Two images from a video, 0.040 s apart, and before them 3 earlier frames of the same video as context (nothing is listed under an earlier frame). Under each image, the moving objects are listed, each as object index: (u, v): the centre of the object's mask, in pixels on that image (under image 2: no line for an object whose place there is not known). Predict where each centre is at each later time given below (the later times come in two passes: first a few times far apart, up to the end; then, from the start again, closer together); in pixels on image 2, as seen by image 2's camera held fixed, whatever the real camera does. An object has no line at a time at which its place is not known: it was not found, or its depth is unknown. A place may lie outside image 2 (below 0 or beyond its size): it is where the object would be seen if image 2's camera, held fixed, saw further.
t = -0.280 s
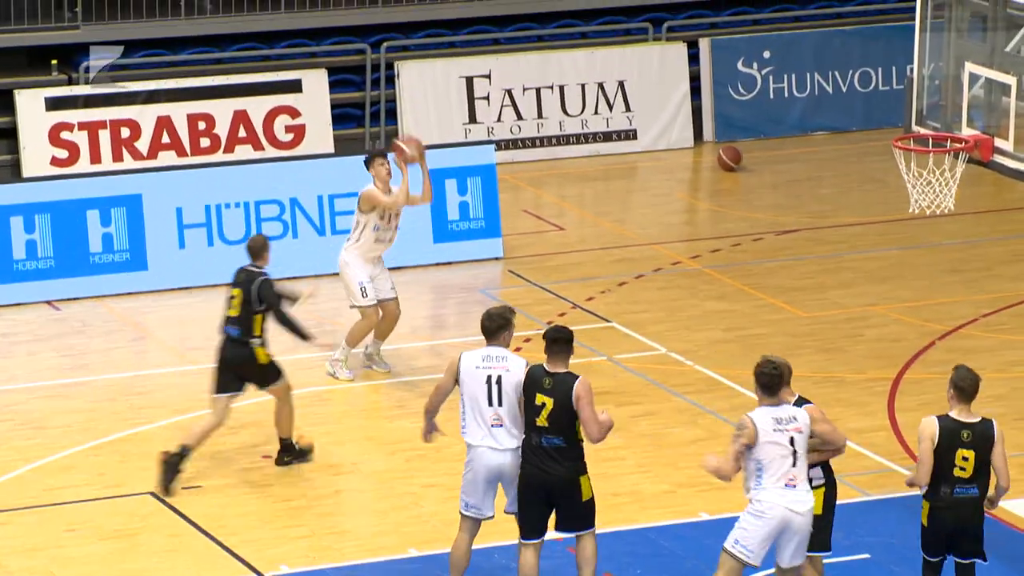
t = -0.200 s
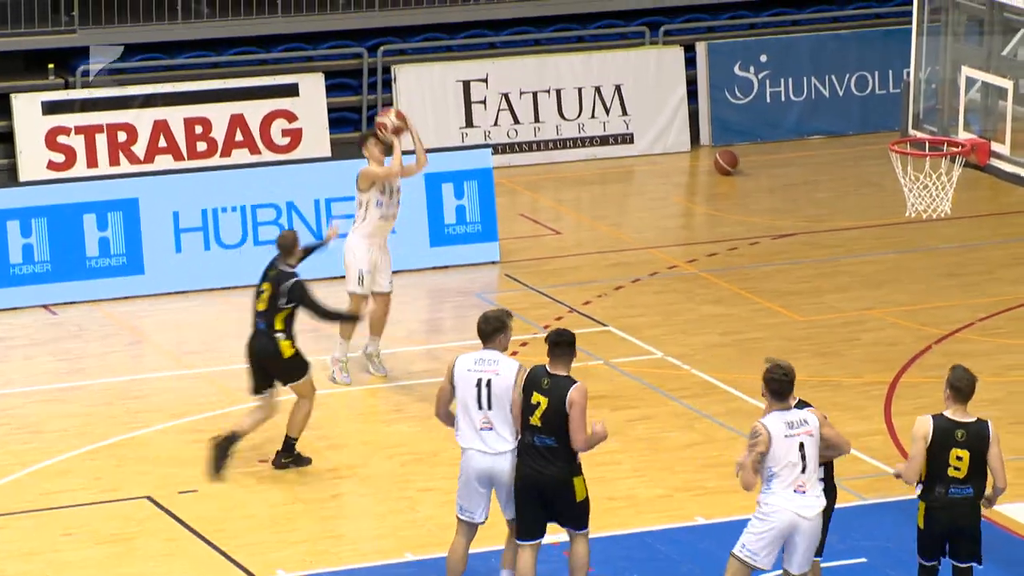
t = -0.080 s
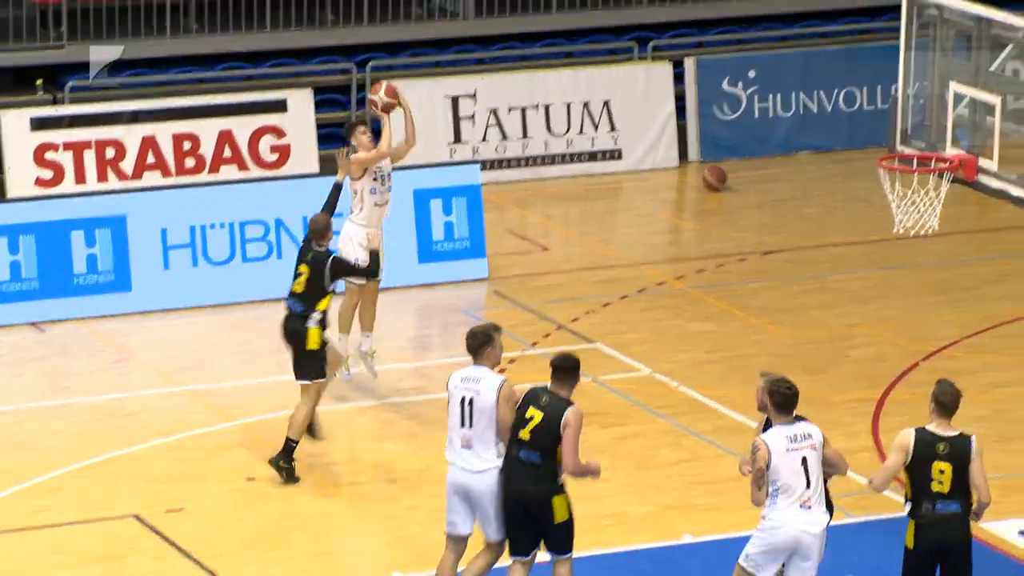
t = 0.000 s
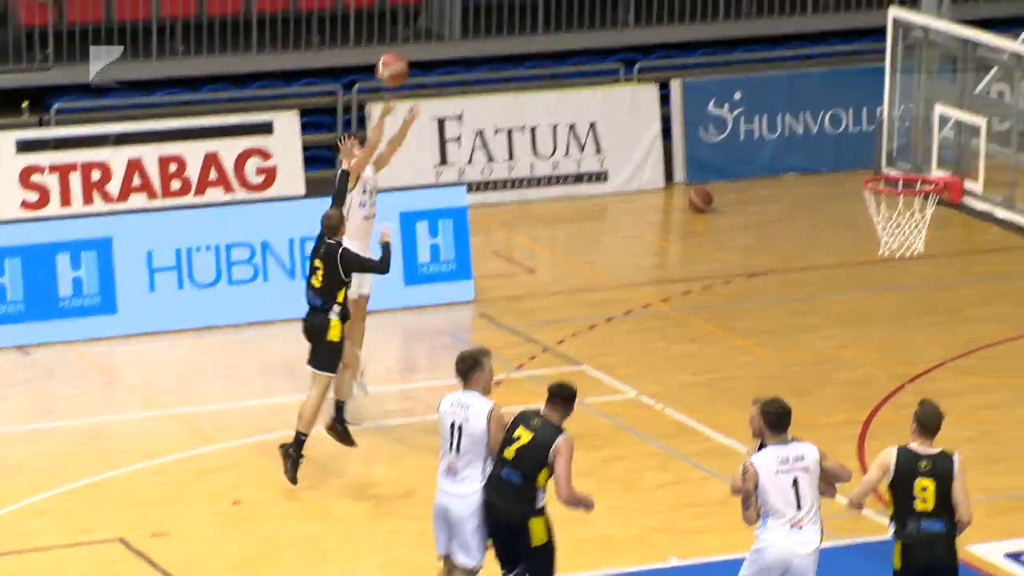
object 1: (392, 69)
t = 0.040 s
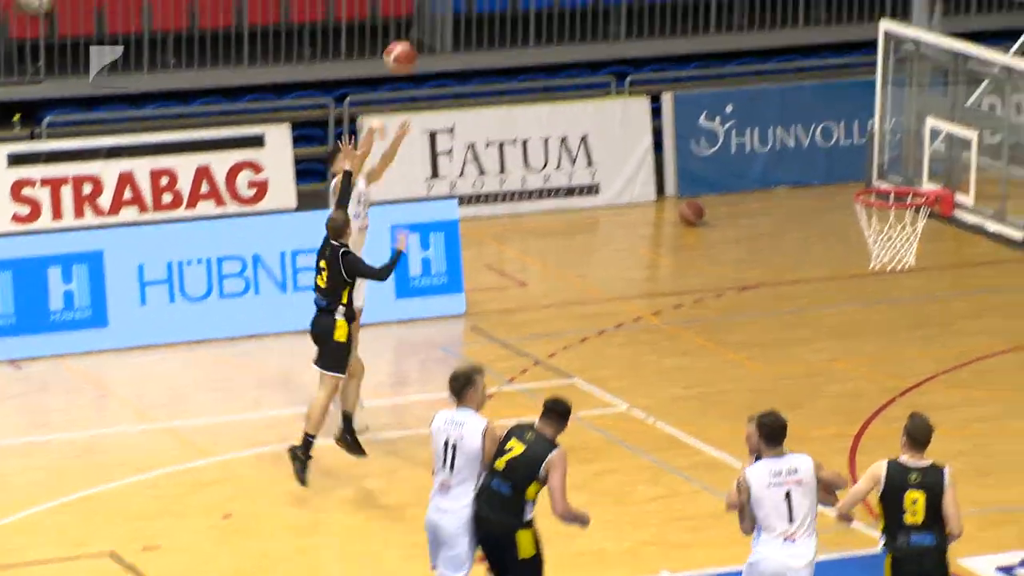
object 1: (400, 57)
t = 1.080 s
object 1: (874, 147)
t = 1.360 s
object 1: (872, 114)
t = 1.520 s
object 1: (798, 115)
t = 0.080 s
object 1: (417, 33)
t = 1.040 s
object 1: (852, 110)
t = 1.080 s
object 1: (874, 147)
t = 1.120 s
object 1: (894, 182)
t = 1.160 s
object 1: (903, 175)
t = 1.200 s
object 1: (909, 157)
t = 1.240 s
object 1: (914, 141)
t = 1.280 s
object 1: (910, 128)
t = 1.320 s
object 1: (891, 120)
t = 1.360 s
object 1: (872, 114)
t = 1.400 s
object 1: (854, 110)
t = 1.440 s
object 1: (836, 110)
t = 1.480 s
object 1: (816, 111)
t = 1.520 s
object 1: (798, 115)
